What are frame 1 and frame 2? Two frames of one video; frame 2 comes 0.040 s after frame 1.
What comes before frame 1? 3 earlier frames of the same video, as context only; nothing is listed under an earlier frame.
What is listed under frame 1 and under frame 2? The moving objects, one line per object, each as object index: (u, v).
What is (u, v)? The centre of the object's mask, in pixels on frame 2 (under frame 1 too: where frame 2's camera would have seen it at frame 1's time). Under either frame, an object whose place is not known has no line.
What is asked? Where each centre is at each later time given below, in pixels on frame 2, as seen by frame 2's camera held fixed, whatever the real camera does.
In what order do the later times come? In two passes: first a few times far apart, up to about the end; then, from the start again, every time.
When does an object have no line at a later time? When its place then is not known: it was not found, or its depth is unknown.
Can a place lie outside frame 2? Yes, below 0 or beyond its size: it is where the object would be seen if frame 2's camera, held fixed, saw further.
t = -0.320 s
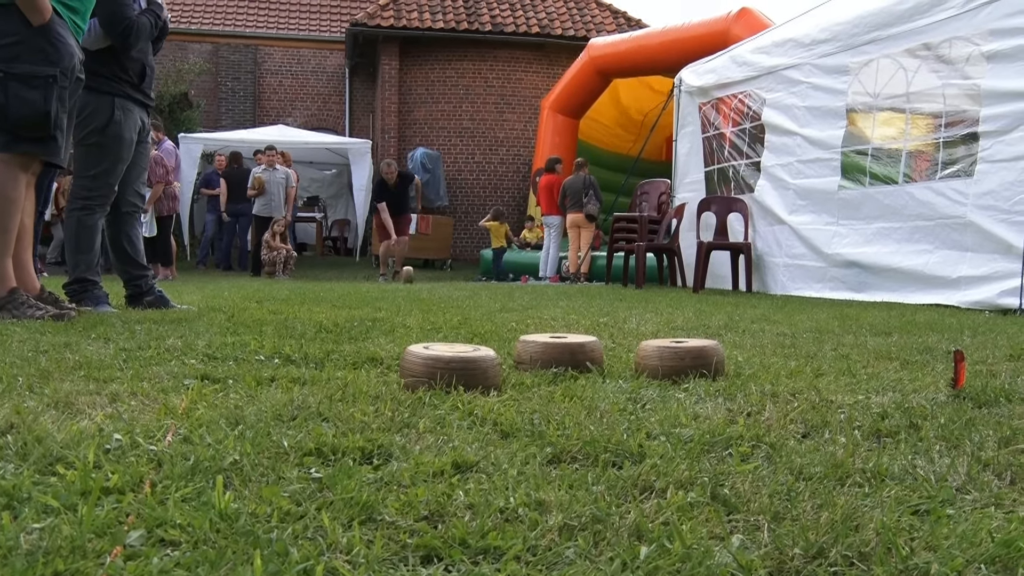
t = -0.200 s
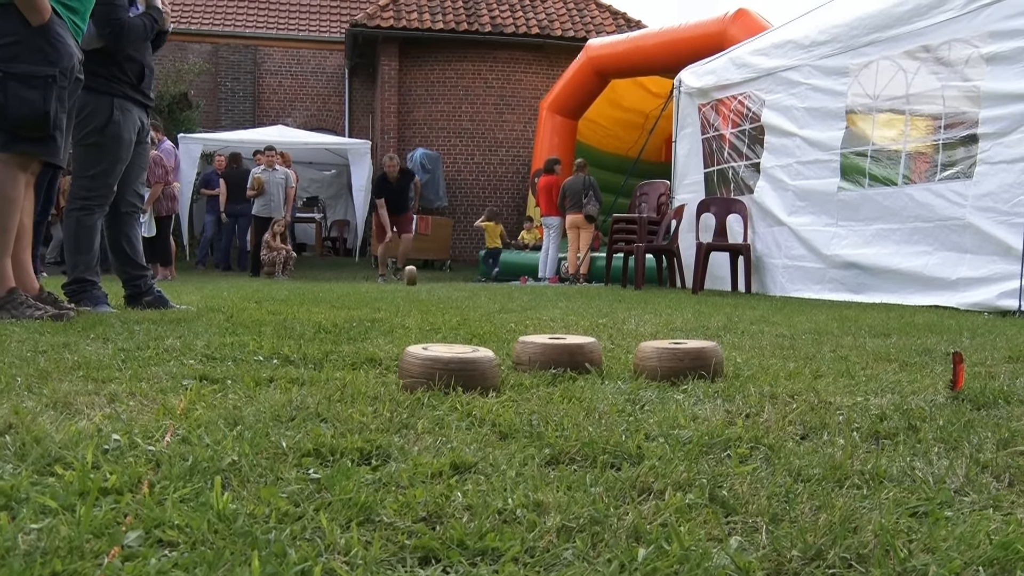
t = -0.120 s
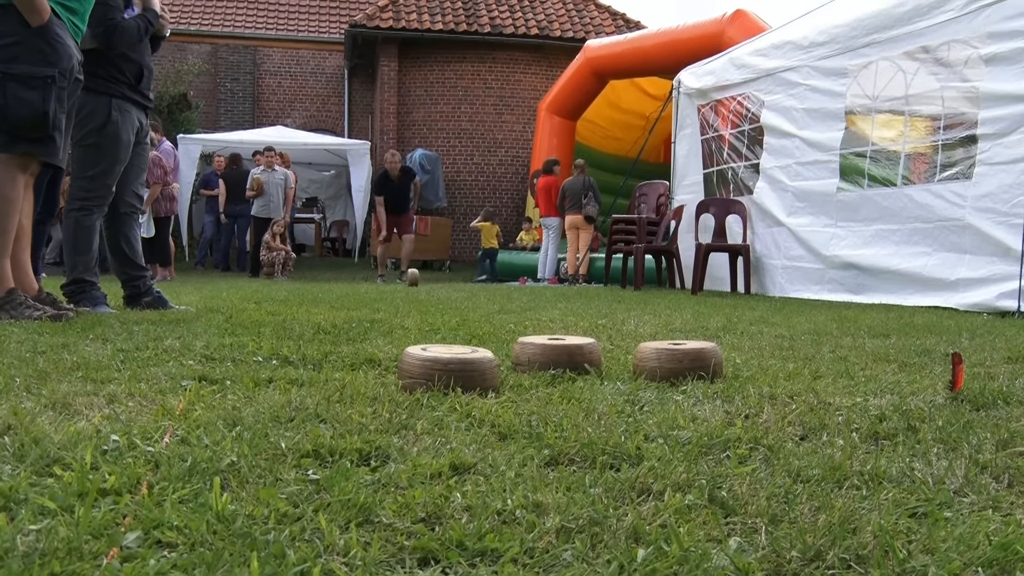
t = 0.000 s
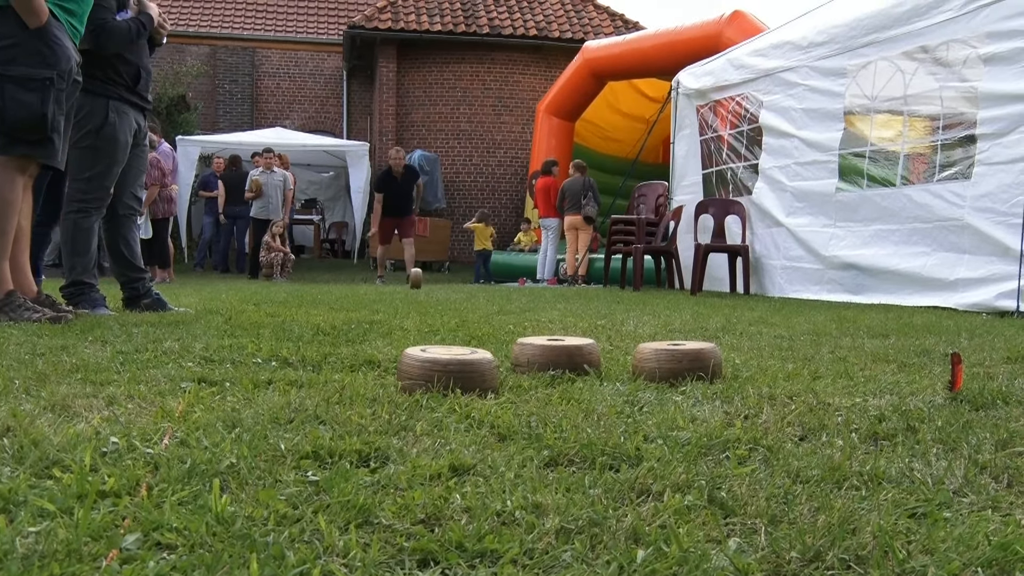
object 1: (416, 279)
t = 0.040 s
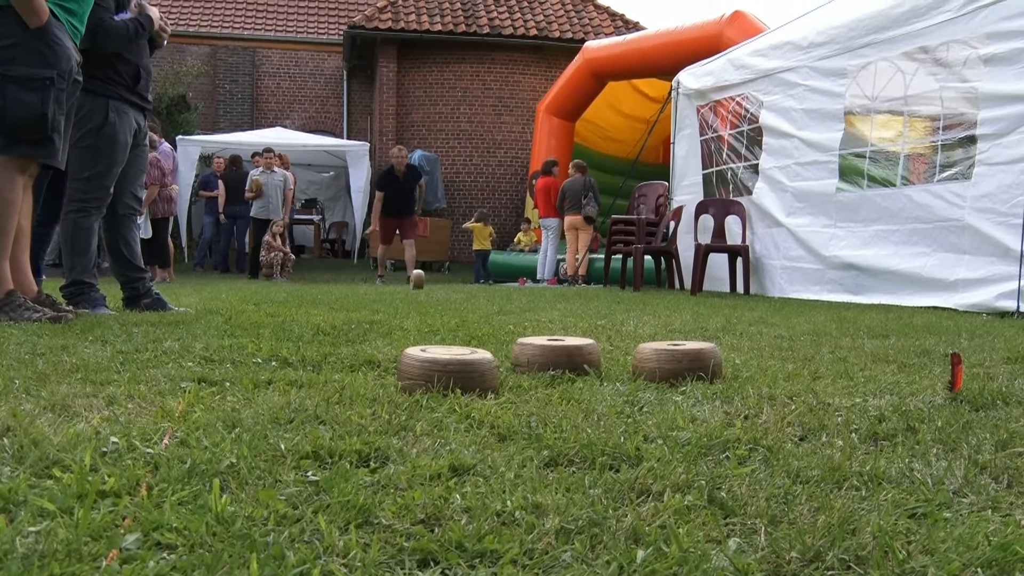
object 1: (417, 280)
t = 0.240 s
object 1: (427, 281)
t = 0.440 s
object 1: (437, 283)
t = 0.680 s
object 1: (449, 284)
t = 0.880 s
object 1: (457, 286)
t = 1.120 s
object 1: (463, 288)
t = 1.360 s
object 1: (465, 290)
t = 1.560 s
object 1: (465, 291)
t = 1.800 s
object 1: (463, 294)
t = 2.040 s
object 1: (460, 296)
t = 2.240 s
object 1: (457, 297)
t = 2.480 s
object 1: (448, 299)
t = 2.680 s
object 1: (435, 302)
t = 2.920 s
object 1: (407, 309)
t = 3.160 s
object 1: (376, 312)
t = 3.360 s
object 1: (350, 315)
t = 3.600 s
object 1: (312, 318)
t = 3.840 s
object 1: (273, 317)
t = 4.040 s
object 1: (246, 319)
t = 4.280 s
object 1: (213, 320)
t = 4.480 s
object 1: (206, 336)
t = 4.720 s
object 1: (204, 334)
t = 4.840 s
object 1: (204, 335)
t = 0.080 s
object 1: (419, 280)
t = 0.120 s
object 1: (421, 280)
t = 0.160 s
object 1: (422, 280)
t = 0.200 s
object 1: (425, 281)
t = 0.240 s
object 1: (427, 281)
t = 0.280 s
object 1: (429, 282)
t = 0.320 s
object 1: (431, 282)
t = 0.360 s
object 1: (433, 282)
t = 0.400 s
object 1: (435, 283)
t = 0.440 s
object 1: (437, 283)
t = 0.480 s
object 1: (439, 283)
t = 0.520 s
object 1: (441, 283)
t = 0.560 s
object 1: (443, 282)
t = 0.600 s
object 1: (445, 282)
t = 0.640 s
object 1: (447, 283)
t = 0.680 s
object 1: (449, 284)
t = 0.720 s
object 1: (450, 283)
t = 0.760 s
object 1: (452, 284)
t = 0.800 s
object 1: (454, 284)
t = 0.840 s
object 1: (455, 284)
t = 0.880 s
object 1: (457, 286)
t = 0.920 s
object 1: (458, 285)
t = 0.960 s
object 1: (459, 285)
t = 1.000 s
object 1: (460, 286)
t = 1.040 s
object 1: (462, 287)
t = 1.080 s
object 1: (462, 287)
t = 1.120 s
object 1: (463, 288)
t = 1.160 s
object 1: (464, 288)
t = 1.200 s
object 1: (464, 288)
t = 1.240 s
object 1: (464, 288)
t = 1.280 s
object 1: (464, 289)
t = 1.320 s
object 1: (465, 290)
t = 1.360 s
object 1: (465, 290)
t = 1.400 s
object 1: (465, 290)
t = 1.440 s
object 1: (465, 291)
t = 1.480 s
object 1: (465, 291)
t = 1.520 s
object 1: (465, 291)
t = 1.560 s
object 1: (465, 291)
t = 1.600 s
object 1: (464, 292)
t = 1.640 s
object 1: (464, 293)
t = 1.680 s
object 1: (464, 294)
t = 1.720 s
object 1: (464, 294)
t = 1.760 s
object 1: (464, 295)
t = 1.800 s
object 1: (463, 294)
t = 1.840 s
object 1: (462, 295)
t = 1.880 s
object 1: (461, 296)
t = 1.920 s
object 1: (460, 296)
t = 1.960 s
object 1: (460, 295)
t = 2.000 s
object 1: (460, 295)
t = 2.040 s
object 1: (460, 296)
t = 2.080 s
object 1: (460, 297)
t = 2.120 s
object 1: (459, 297)
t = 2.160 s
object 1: (459, 298)
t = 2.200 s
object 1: (458, 297)
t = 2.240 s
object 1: (457, 297)
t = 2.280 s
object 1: (456, 298)
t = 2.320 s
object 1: (455, 298)
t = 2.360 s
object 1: (453, 298)
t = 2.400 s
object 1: (452, 298)
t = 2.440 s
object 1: (450, 298)
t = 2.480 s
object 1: (448, 299)
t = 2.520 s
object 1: (446, 300)
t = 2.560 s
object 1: (443, 301)
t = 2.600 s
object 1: (442, 302)
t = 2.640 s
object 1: (439, 303)
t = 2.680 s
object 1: (435, 302)
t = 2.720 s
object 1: (430, 305)
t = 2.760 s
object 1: (426, 305)
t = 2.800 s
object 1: (422, 306)
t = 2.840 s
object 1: (418, 307)
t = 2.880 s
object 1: (412, 307)
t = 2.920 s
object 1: (407, 309)
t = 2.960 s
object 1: (402, 309)
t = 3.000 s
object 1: (396, 309)
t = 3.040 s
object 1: (392, 308)
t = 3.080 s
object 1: (386, 309)
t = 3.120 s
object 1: (381, 310)
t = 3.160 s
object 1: (376, 312)
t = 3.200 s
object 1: (371, 313)
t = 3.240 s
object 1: (366, 314)
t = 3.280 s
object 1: (361, 314)
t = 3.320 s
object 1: (355, 314)
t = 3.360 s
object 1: (350, 315)
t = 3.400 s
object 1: (344, 316)
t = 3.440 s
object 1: (339, 316)
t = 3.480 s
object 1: (333, 316)
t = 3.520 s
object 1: (325, 316)
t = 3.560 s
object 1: (319, 318)
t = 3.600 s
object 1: (312, 318)
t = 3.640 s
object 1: (305, 317)
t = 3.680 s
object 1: (298, 316)
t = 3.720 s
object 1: (291, 316)
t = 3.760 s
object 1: (284, 316)
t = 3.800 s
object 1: (279, 316)
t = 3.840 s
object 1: (273, 317)
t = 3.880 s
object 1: (268, 317)
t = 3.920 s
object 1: (262, 317)
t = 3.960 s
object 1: (257, 317)
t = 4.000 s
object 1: (252, 318)
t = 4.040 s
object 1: (246, 319)
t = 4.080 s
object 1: (241, 319)
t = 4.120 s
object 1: (234, 319)
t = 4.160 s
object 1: (228, 319)
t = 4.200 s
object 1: (222, 320)
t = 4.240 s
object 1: (218, 320)
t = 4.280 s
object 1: (213, 320)
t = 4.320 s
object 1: (211, 320)
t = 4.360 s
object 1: (209, 321)
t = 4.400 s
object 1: (208, 324)
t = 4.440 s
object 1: (207, 329)
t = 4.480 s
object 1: (206, 336)
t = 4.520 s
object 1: (204, 334)
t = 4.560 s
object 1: (204, 334)
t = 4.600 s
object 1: (204, 334)
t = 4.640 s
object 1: (204, 335)
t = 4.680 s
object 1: (204, 335)
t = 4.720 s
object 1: (204, 334)
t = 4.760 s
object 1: (204, 335)
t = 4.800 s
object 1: (204, 335)
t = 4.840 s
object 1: (204, 335)
